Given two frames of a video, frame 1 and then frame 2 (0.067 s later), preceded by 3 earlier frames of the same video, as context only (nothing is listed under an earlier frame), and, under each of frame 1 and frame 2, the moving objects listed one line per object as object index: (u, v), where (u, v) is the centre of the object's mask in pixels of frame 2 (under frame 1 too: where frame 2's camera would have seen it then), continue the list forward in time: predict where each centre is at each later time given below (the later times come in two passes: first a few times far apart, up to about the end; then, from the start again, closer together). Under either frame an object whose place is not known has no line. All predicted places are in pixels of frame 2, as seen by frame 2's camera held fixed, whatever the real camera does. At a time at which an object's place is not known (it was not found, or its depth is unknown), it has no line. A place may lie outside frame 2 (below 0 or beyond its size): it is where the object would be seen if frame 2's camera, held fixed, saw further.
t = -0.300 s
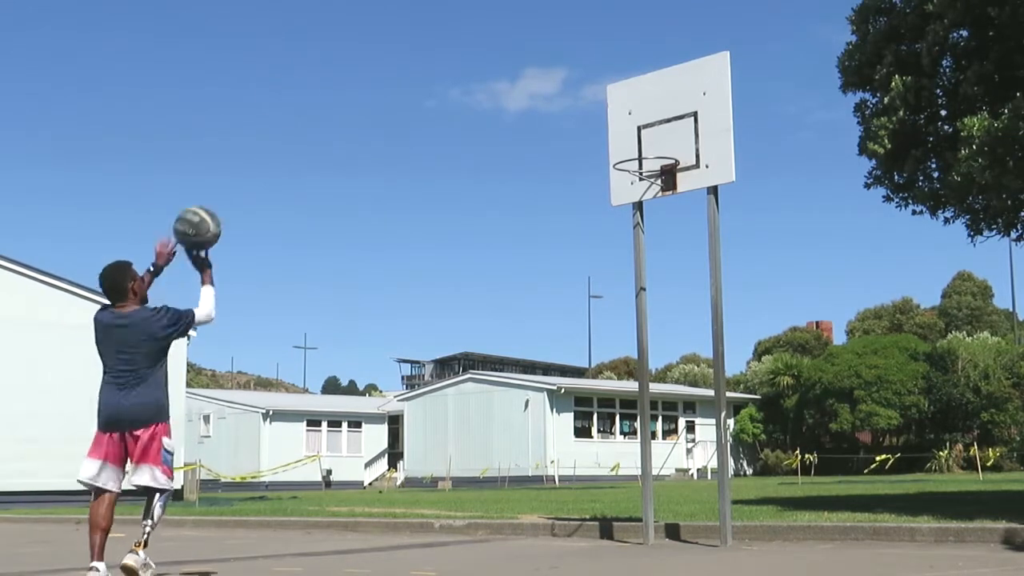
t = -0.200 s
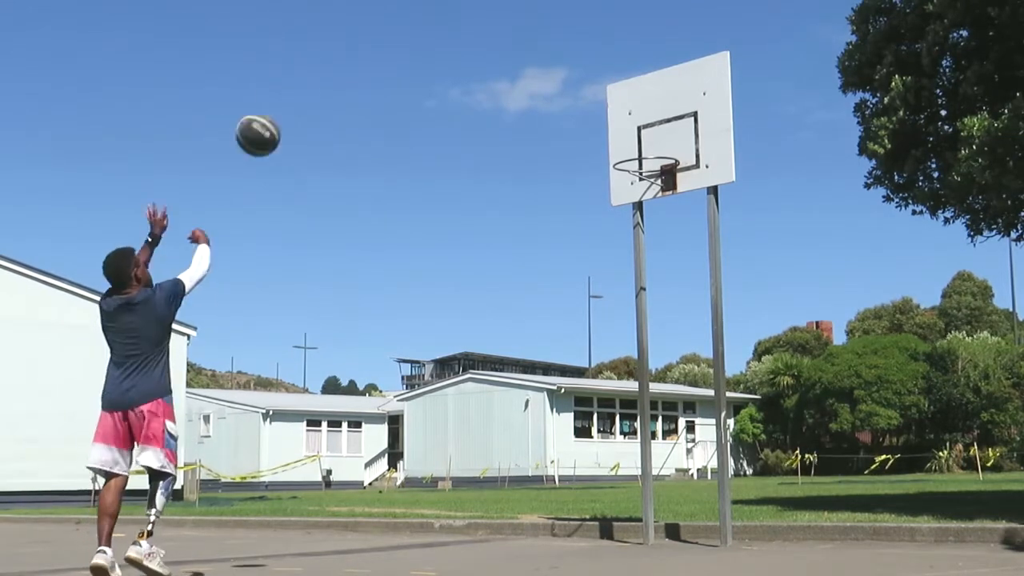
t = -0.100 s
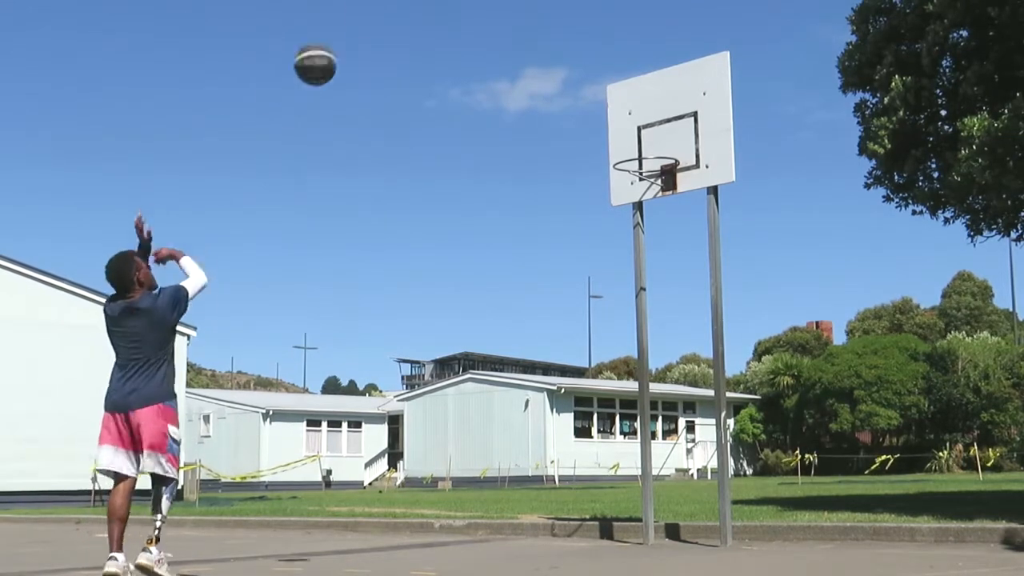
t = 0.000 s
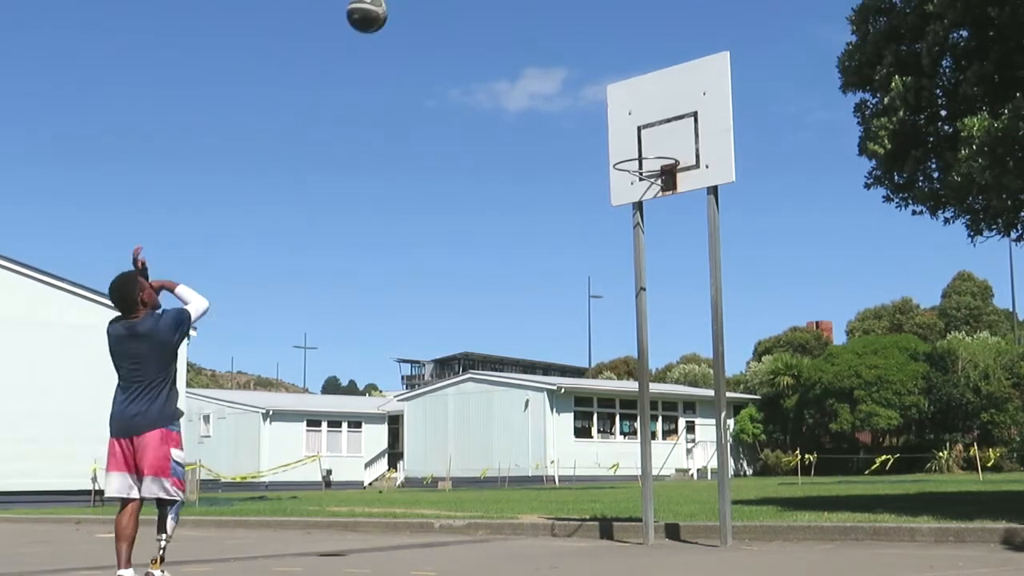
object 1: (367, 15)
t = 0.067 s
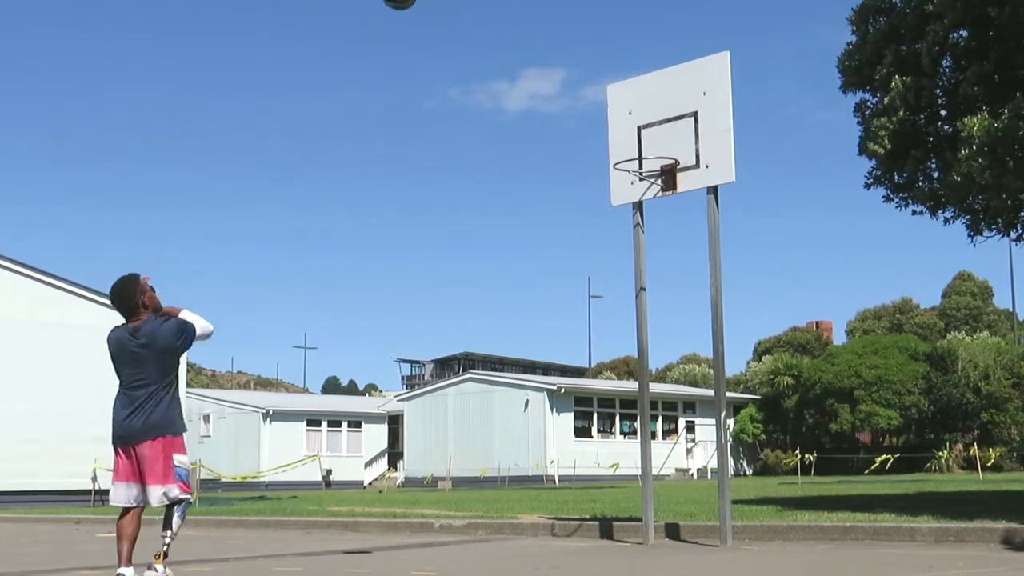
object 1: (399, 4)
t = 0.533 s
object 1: (592, 16)
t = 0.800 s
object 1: (684, 152)
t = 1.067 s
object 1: (730, 322)
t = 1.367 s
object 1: (753, 469)
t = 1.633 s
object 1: (753, 270)
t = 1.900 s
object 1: (755, 158)
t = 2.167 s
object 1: (763, 169)
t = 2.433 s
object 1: (782, 393)
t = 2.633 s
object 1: (792, 498)
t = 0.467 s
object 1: (567, 5)
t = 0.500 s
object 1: (579, 9)
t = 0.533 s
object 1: (592, 16)
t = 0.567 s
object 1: (604, 28)
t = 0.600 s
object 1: (616, 42)
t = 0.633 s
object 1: (627, 57)
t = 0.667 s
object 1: (639, 73)
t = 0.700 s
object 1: (651, 91)
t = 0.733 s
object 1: (662, 110)
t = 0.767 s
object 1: (673, 131)
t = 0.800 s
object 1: (684, 152)
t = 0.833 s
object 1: (695, 175)
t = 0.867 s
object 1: (706, 198)
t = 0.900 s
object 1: (714, 219)
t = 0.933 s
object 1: (716, 235)
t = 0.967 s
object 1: (719, 254)
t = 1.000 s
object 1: (722, 274)
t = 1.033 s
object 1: (726, 298)
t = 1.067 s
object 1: (730, 322)
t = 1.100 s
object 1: (733, 349)
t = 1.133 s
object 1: (736, 377)
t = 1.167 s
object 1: (740, 408)
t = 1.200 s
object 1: (744, 444)
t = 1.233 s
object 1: (748, 482)
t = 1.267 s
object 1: (753, 520)
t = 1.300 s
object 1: (754, 533)
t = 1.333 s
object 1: (753, 501)
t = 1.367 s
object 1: (753, 469)
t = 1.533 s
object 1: (751, 335)
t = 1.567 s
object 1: (753, 312)
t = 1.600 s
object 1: (752, 291)
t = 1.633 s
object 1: (753, 270)
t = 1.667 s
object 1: (753, 251)
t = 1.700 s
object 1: (753, 234)
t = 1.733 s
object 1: (753, 217)
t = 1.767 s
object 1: (753, 202)
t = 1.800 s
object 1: (753, 188)
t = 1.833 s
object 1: (754, 176)
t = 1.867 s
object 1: (754, 166)
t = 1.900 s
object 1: (755, 158)
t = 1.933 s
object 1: (756, 152)
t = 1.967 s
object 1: (756, 148)
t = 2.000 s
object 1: (757, 145)
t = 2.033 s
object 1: (758, 145)
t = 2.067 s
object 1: (759, 146)
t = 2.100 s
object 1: (760, 151)
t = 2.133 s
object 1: (762, 158)
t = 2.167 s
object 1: (763, 169)
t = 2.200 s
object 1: (765, 183)
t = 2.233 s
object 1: (767, 200)
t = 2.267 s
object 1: (768, 220)
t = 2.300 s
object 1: (771, 244)
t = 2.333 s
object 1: (773, 273)
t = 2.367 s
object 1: (775, 306)
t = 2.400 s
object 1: (778, 347)
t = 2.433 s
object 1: (782, 393)
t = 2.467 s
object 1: (785, 446)
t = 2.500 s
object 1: (788, 506)
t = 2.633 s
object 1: (792, 498)
